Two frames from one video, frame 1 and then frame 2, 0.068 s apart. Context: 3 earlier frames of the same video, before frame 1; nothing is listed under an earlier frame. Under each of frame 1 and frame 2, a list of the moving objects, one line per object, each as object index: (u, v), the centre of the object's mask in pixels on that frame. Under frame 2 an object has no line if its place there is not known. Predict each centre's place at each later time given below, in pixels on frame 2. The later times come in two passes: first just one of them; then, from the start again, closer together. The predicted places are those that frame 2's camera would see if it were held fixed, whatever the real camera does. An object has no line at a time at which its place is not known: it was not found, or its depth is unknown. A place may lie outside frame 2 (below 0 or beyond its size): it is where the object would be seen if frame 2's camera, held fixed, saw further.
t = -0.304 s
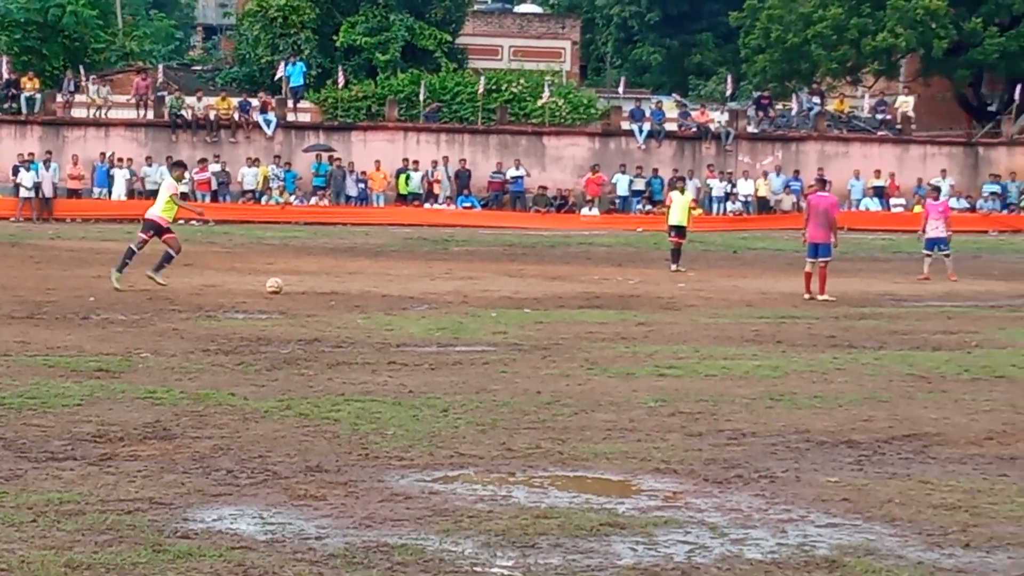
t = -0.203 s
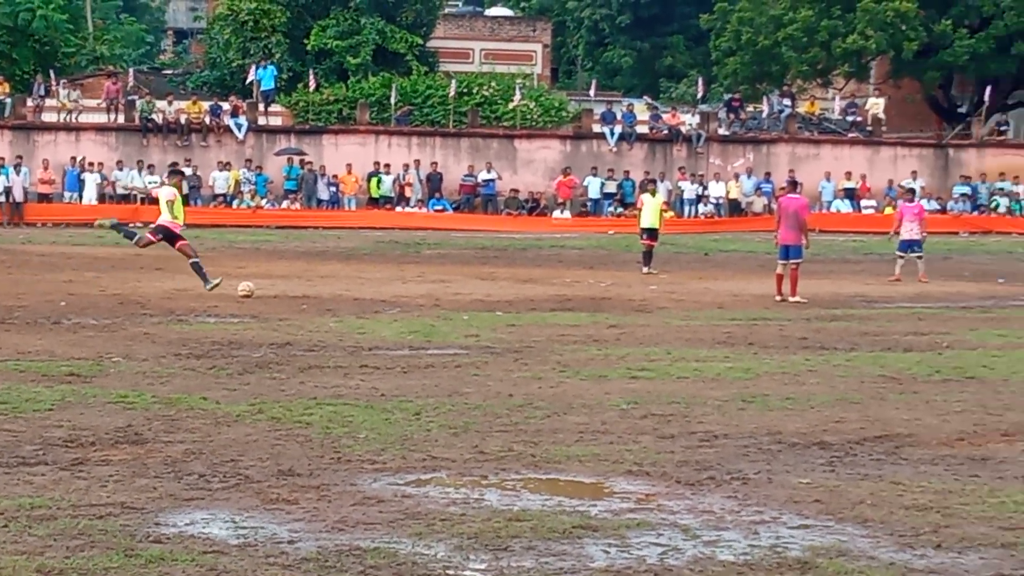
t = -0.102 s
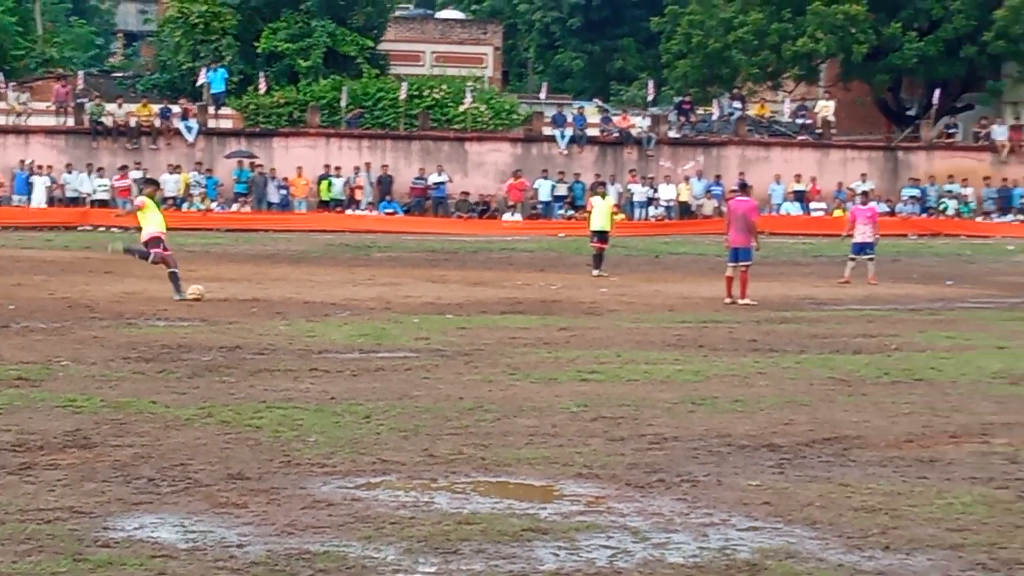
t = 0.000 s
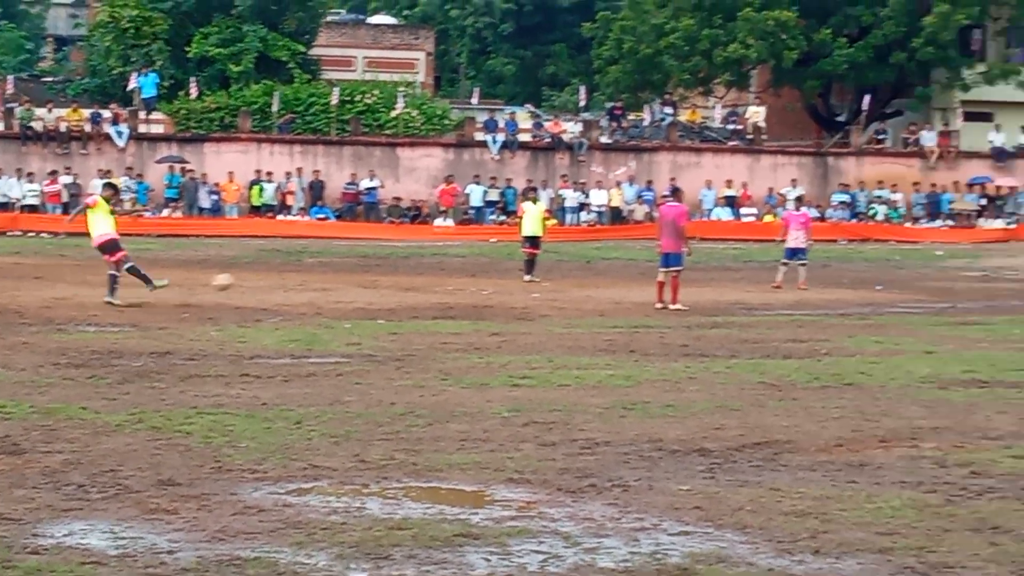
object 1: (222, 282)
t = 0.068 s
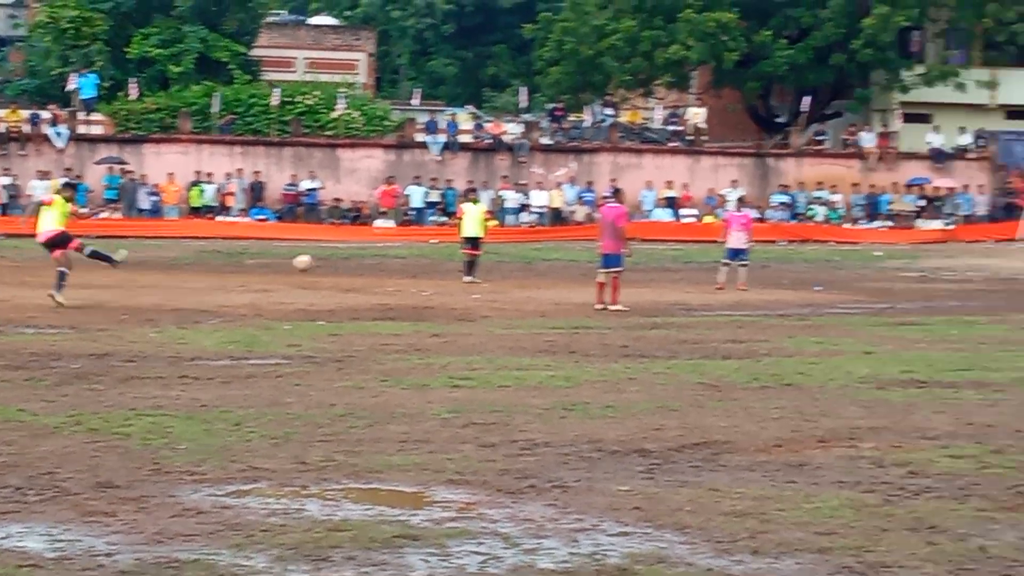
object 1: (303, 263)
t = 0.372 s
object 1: (850, 234)
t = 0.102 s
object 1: (370, 254)
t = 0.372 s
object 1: (850, 234)
